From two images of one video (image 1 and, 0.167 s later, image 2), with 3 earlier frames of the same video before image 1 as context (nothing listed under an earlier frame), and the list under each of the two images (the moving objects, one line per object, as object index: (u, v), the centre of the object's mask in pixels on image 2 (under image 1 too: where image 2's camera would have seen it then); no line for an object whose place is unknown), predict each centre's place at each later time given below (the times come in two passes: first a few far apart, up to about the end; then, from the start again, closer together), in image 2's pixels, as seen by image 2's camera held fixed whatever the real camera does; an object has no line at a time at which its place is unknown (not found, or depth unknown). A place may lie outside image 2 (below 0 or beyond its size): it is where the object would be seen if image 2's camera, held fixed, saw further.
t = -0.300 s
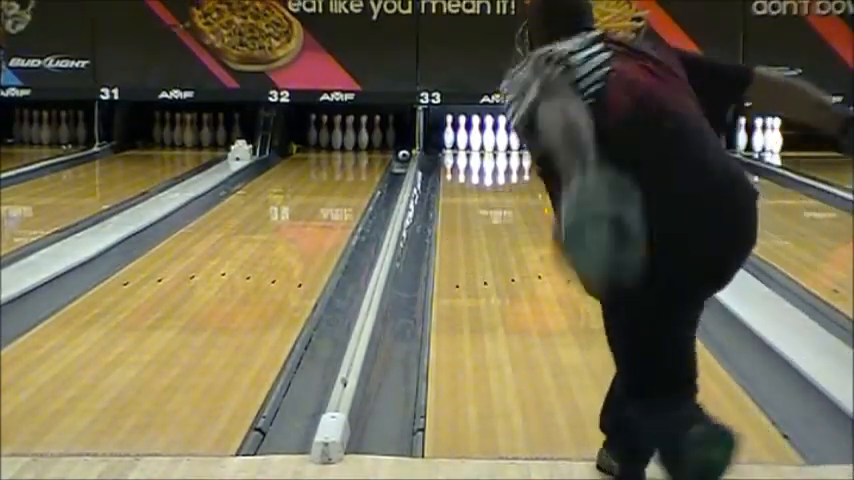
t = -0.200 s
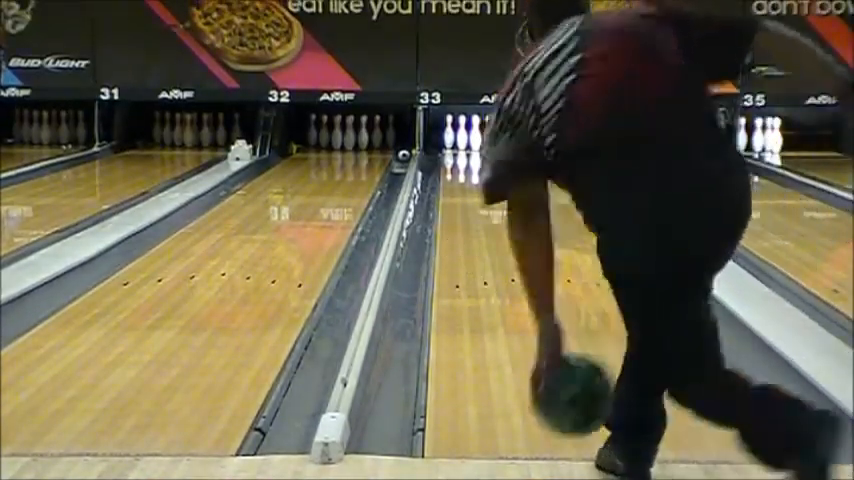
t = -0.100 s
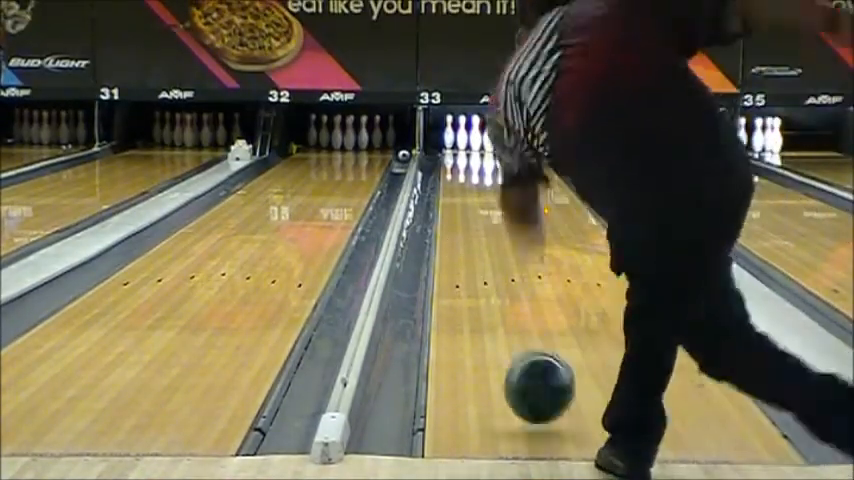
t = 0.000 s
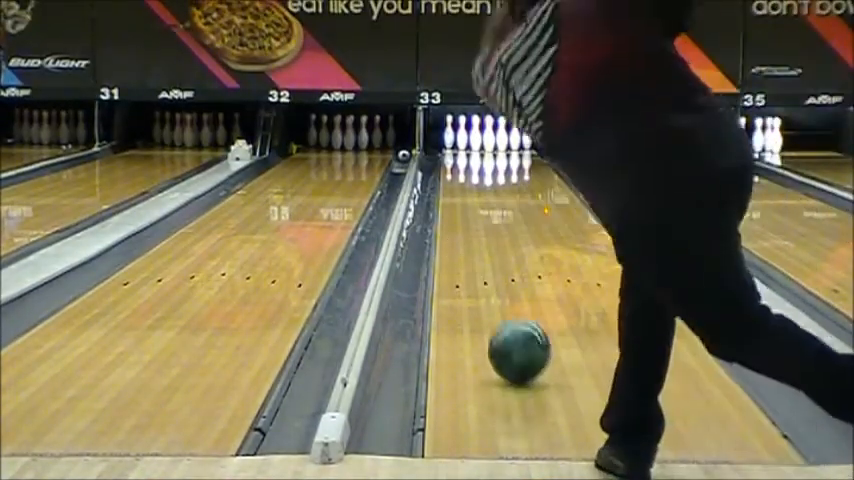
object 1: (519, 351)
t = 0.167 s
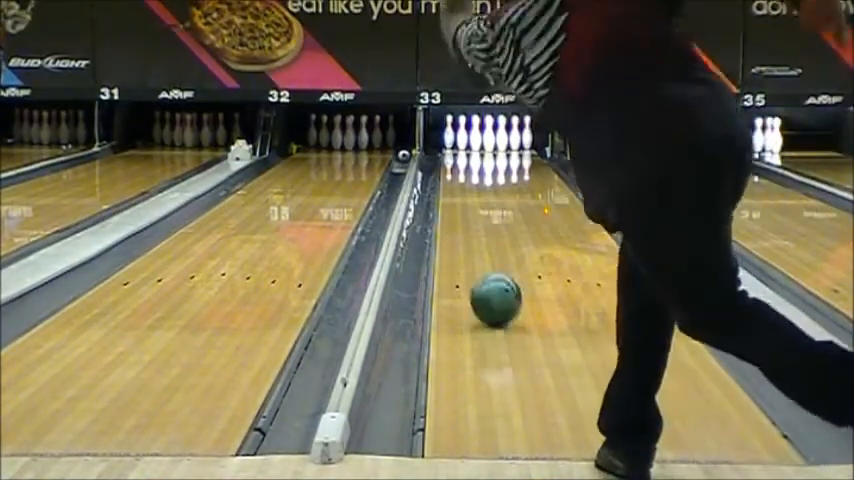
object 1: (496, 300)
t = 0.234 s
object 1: (489, 283)
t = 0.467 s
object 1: (472, 241)
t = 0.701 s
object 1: (462, 212)
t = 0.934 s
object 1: (457, 191)
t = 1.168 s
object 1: (455, 175)
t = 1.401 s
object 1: (457, 163)
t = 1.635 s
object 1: (463, 154)
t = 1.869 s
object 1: (475, 148)
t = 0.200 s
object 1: (492, 292)
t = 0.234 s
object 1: (489, 283)
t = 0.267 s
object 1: (486, 277)
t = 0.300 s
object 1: (483, 270)
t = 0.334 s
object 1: (480, 263)
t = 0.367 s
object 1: (480, 261)
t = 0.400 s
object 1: (472, 251)
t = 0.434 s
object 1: (474, 246)
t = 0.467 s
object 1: (472, 241)
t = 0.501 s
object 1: (470, 236)
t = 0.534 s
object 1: (468, 231)
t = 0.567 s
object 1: (467, 227)
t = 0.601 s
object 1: (466, 223)
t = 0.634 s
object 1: (463, 219)
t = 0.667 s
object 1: (462, 215)
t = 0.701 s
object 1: (462, 212)
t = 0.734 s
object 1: (460, 209)
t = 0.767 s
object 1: (459, 206)
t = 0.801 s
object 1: (459, 203)
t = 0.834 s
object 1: (458, 199)
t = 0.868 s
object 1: (457, 197)
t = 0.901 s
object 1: (458, 194)
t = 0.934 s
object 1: (457, 191)
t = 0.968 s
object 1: (456, 188)
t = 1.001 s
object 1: (456, 185)
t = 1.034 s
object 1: (456, 183)
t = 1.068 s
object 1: (456, 181)
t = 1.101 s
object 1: (455, 180)
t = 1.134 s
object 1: (455, 177)
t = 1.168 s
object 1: (455, 175)
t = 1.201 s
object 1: (455, 173)
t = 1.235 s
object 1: (455, 171)
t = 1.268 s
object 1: (455, 169)
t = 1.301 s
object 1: (455, 167)
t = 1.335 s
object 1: (456, 165)
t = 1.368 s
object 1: (456, 164)
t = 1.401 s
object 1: (457, 163)
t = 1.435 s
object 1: (451, 161)
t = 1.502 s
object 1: (458, 159)
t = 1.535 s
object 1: (460, 158)
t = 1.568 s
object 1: (461, 155)
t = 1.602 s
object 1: (462, 155)
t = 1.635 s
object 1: (463, 154)
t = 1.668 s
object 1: (465, 152)
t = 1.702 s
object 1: (466, 151)
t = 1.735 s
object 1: (468, 150)
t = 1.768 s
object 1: (470, 149)
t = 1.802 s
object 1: (472, 149)
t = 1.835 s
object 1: (474, 149)
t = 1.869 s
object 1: (475, 148)
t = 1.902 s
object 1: (476, 146)
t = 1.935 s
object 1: (476, 146)
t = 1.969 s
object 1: (480, 145)
